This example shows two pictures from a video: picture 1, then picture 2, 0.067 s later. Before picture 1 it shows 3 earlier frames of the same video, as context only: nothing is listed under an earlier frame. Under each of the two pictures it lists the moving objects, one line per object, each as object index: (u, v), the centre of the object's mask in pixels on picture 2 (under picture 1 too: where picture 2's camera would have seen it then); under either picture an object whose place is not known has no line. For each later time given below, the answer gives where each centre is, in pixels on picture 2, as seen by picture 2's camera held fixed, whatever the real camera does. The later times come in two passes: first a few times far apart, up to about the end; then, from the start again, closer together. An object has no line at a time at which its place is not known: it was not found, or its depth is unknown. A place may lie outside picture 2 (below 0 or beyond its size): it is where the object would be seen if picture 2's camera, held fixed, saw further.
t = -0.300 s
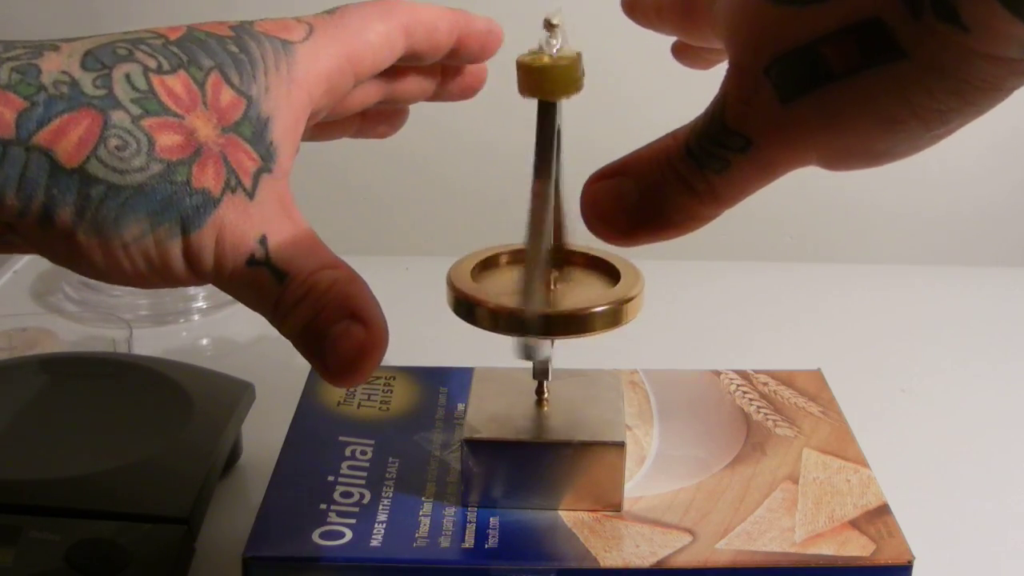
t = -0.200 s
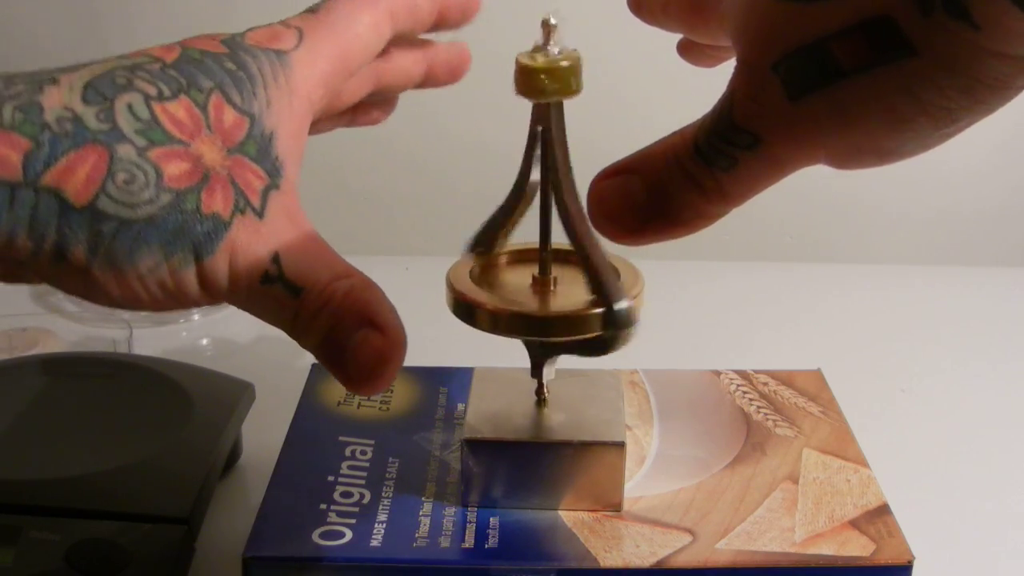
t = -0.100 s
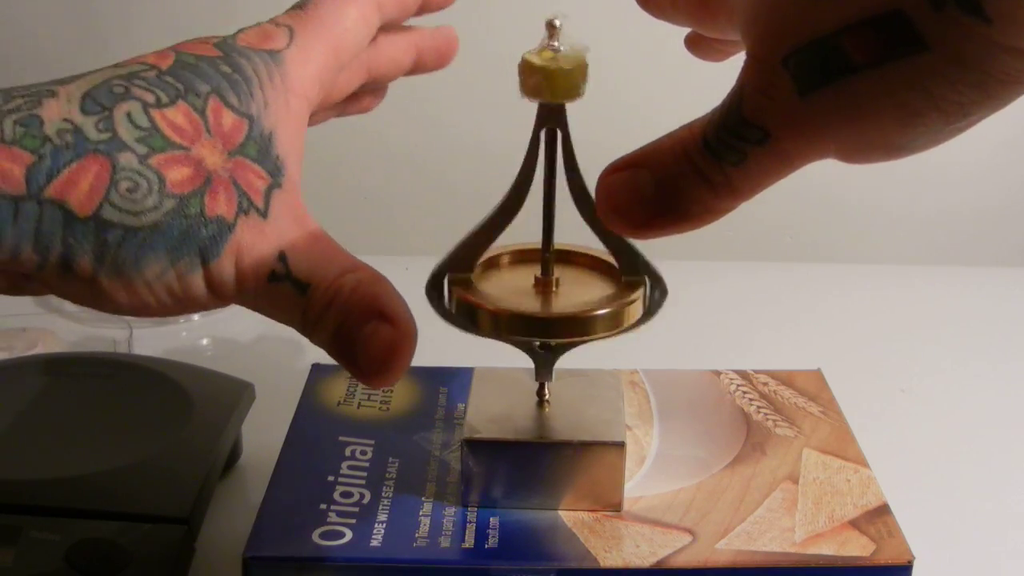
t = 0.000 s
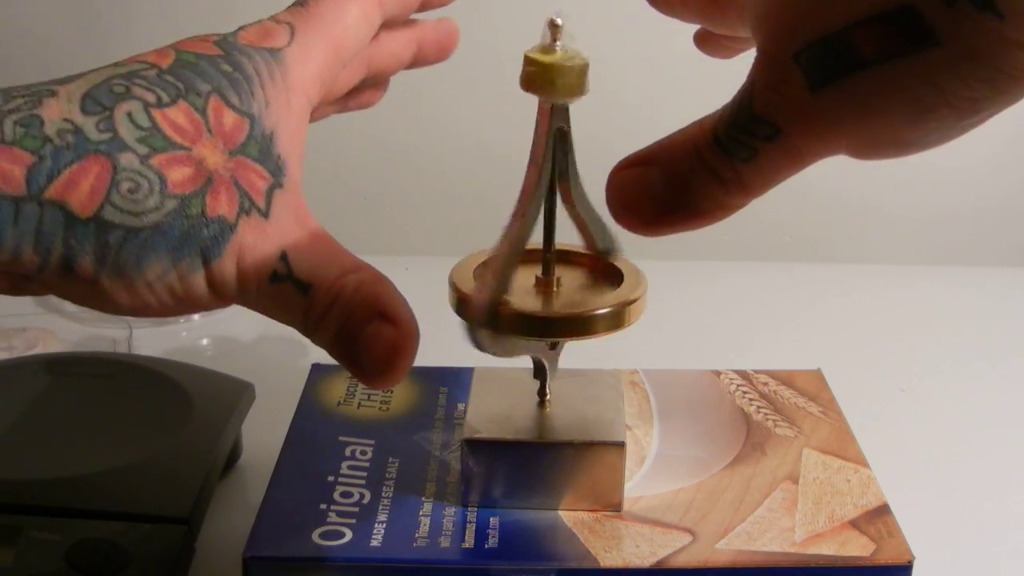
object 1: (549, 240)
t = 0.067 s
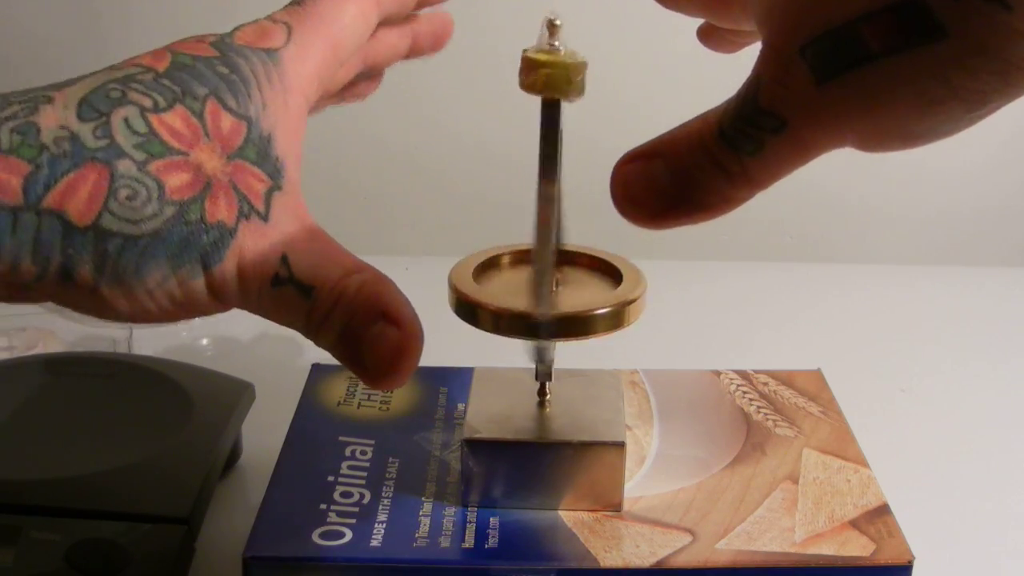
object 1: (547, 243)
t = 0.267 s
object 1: (546, 240)
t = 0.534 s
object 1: (545, 241)
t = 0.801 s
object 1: (541, 246)
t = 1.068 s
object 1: (537, 240)
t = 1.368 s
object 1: (539, 240)
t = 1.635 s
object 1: (543, 239)
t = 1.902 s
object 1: (543, 241)
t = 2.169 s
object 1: (544, 240)
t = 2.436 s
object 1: (545, 240)
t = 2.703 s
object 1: (540, 243)
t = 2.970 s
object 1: (538, 239)
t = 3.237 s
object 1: (540, 236)
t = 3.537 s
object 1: (545, 240)
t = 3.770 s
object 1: (547, 243)
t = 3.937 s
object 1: (548, 245)
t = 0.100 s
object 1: (548, 244)
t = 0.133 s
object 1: (548, 242)
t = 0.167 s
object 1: (548, 241)
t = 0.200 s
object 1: (547, 240)
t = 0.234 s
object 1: (547, 241)
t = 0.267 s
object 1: (546, 240)
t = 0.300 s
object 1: (545, 239)
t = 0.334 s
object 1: (544, 239)
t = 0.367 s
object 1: (544, 241)
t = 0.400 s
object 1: (543, 242)
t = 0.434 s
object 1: (543, 244)
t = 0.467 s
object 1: (543, 244)
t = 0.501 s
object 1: (544, 244)
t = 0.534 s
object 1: (545, 241)
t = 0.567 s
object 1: (545, 242)
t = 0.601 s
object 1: (543, 242)
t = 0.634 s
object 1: (541, 241)
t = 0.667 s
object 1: (540, 241)
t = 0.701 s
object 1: (540, 241)
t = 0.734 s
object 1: (540, 242)
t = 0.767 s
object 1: (540, 244)
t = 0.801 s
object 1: (541, 246)
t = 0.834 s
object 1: (541, 244)
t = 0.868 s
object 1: (541, 242)
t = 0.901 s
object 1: (542, 239)
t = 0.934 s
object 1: (541, 239)
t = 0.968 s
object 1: (539, 239)
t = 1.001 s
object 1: (536, 240)
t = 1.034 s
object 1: (536, 240)
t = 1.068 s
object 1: (537, 240)
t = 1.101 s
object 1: (538, 241)
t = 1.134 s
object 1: (538, 242)
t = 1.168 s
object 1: (540, 242)
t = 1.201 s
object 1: (540, 242)
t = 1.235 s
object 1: (540, 240)
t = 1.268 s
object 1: (541, 238)
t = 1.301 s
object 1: (541, 239)
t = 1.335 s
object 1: (540, 239)
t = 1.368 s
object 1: (539, 240)
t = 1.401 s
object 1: (539, 239)
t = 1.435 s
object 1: (541, 238)
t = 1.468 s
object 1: (542, 238)
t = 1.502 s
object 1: (543, 240)
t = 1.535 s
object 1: (543, 241)
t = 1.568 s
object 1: (543, 242)
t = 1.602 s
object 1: (544, 240)
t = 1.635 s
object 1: (543, 239)
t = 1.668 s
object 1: (544, 238)
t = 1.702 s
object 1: (544, 237)
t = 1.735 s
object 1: (542, 239)
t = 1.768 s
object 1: (541, 238)
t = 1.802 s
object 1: (542, 239)
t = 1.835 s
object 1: (544, 239)
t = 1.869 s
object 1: (544, 240)
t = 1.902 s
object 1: (543, 241)
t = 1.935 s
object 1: (543, 242)
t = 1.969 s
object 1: (543, 241)
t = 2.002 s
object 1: (544, 240)
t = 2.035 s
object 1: (544, 240)
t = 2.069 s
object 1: (546, 240)
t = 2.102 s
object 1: (545, 240)
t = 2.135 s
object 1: (544, 240)
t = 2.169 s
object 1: (544, 240)
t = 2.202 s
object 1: (545, 239)
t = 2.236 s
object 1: (545, 240)
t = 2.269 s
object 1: (544, 242)
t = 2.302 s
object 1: (543, 243)
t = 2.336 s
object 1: (544, 245)
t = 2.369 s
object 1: (544, 242)
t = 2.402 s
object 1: (544, 240)
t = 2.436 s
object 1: (545, 240)
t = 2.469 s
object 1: (545, 239)
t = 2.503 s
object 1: (542, 239)
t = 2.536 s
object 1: (540, 240)
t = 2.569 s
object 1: (540, 239)
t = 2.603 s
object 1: (539, 240)
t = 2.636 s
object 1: (539, 241)
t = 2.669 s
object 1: (538, 243)
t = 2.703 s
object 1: (540, 243)
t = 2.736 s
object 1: (540, 242)
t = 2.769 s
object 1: (541, 240)
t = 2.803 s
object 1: (542, 239)
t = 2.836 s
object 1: (540, 240)
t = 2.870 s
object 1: (538, 240)
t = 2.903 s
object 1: (536, 238)
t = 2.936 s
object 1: (536, 238)
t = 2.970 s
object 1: (538, 239)
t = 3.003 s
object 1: (539, 240)
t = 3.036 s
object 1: (540, 241)
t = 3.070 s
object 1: (541, 243)
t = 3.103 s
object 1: (542, 241)
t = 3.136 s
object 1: (542, 239)
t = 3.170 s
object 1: (542, 237)
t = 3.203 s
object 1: (542, 236)
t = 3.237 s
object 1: (540, 236)
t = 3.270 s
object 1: (538, 237)
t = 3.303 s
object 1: (539, 238)
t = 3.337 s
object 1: (540, 238)
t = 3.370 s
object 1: (542, 239)
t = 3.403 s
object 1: (542, 240)
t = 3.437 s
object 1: (543, 241)
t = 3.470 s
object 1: (544, 240)
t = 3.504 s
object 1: (544, 238)
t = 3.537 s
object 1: (545, 240)
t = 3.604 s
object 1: (544, 239)
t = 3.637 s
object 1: (544, 241)
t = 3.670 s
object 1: (544, 239)
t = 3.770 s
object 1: (547, 243)
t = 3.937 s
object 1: (548, 245)
